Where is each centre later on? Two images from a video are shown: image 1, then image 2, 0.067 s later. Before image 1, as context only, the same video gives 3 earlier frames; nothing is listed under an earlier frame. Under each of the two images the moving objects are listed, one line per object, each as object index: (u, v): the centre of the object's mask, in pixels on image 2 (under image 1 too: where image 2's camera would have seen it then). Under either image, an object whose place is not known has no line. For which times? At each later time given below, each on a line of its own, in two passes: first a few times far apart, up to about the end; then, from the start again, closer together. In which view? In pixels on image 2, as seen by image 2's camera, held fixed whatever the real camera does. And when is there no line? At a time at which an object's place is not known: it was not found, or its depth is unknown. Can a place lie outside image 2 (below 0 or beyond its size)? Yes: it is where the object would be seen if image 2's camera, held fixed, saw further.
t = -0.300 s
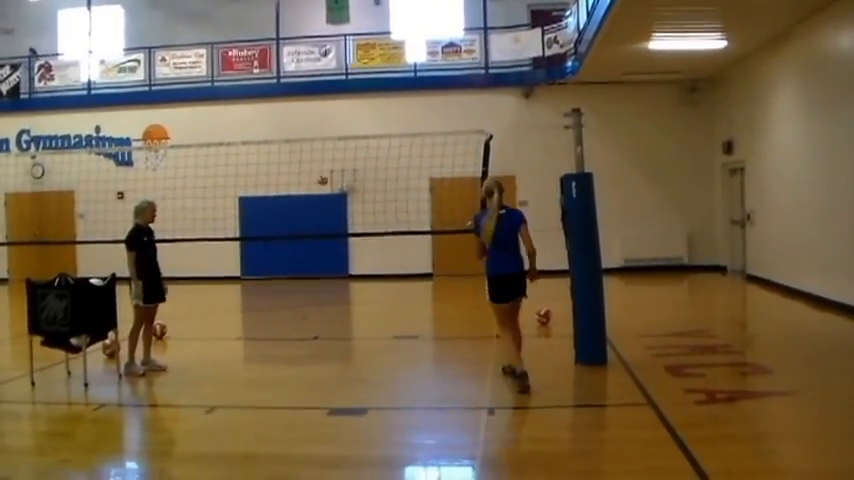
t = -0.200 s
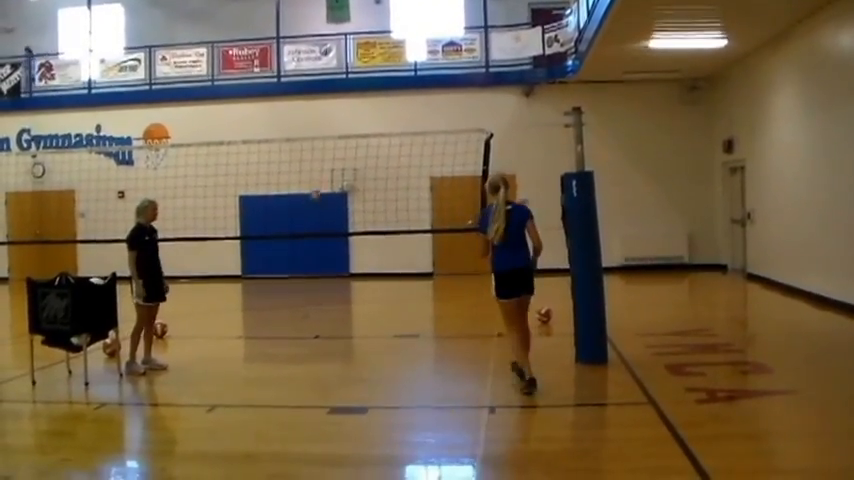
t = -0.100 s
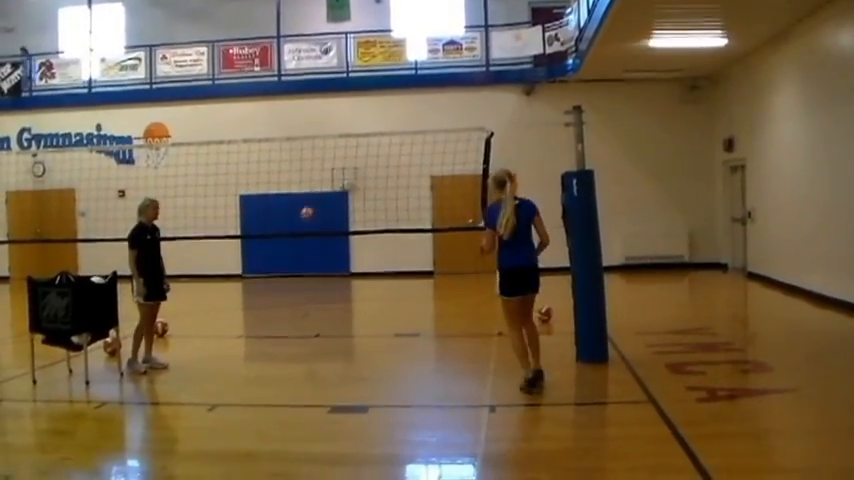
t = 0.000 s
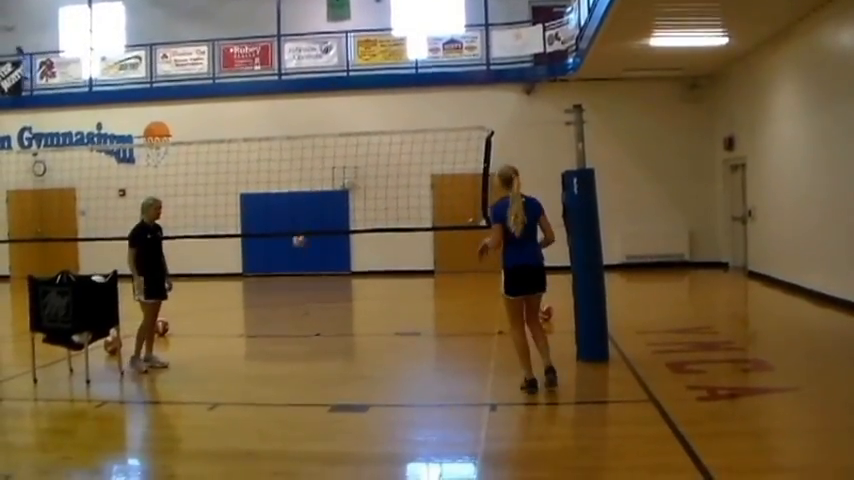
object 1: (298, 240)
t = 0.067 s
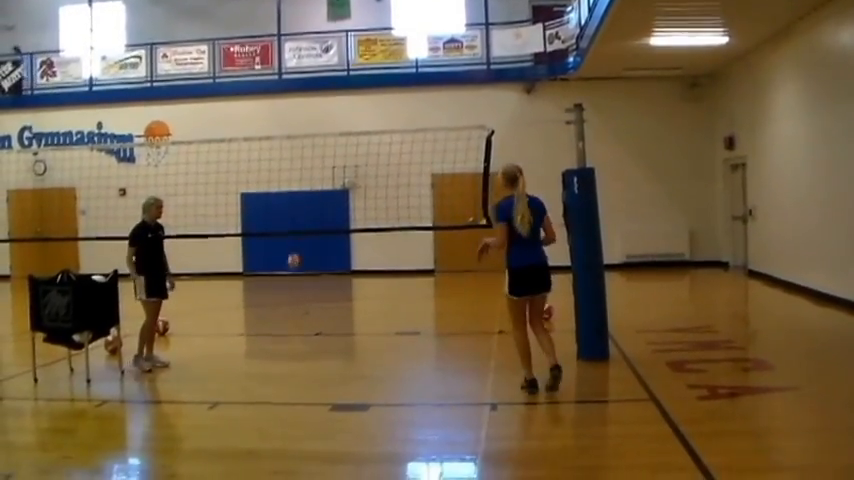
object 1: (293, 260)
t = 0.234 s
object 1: (281, 276)
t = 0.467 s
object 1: (270, 241)
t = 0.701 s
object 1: (258, 236)
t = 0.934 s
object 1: (248, 267)
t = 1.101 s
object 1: (239, 309)
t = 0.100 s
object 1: (290, 271)
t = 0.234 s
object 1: (281, 276)
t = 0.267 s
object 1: (280, 270)
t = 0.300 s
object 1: (278, 264)
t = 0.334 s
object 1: (277, 258)
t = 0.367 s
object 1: (275, 252)
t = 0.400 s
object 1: (273, 248)
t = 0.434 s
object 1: (272, 244)
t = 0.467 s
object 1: (270, 241)
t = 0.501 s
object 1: (269, 239)
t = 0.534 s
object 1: (267, 236)
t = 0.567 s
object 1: (265, 235)
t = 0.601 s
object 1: (263, 234)
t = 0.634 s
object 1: (262, 234)
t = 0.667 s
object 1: (260, 234)
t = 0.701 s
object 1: (258, 236)
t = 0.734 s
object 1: (257, 239)
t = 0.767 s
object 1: (255, 241)
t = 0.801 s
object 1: (253, 245)
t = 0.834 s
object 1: (251, 249)
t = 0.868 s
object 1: (251, 253)
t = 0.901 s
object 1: (249, 259)
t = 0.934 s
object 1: (248, 267)
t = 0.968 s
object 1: (245, 274)
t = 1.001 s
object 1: (244, 284)
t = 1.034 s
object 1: (240, 295)
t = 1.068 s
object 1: (239, 305)
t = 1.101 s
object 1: (239, 309)
